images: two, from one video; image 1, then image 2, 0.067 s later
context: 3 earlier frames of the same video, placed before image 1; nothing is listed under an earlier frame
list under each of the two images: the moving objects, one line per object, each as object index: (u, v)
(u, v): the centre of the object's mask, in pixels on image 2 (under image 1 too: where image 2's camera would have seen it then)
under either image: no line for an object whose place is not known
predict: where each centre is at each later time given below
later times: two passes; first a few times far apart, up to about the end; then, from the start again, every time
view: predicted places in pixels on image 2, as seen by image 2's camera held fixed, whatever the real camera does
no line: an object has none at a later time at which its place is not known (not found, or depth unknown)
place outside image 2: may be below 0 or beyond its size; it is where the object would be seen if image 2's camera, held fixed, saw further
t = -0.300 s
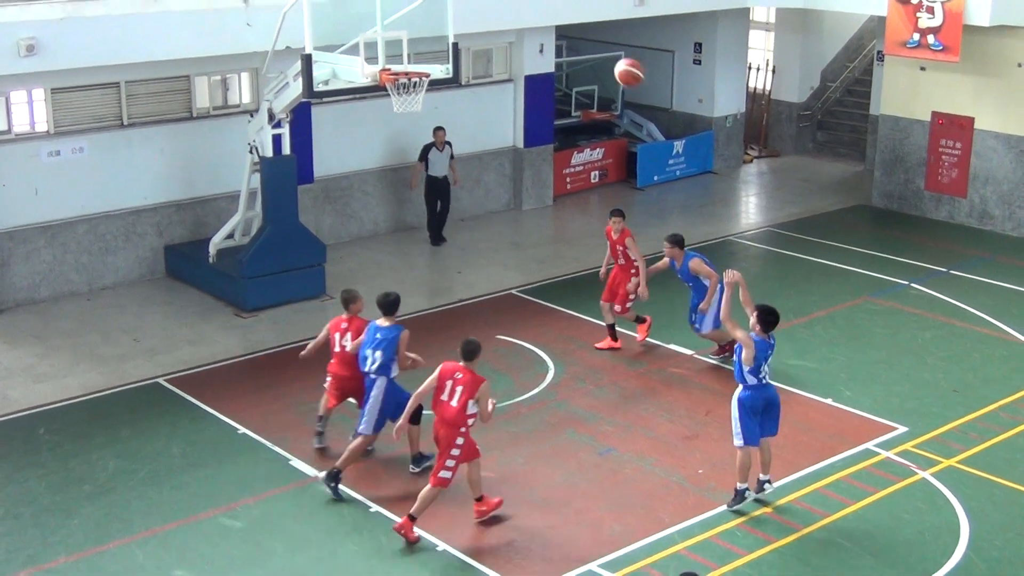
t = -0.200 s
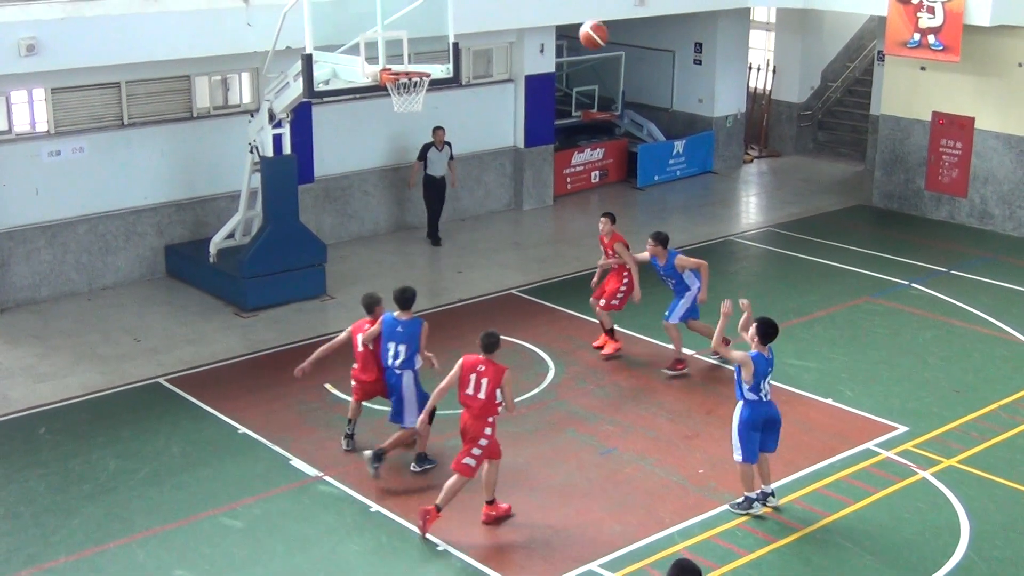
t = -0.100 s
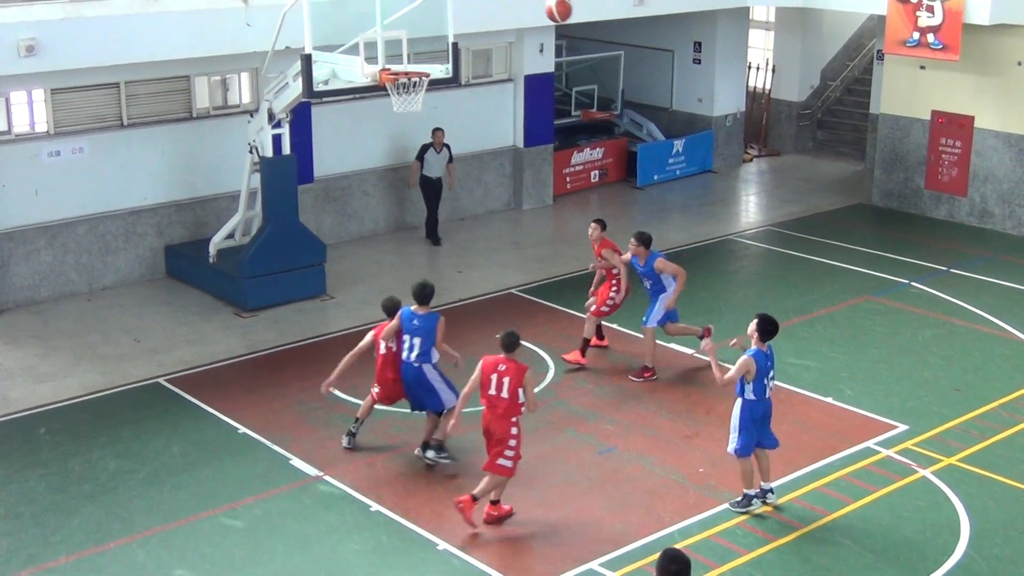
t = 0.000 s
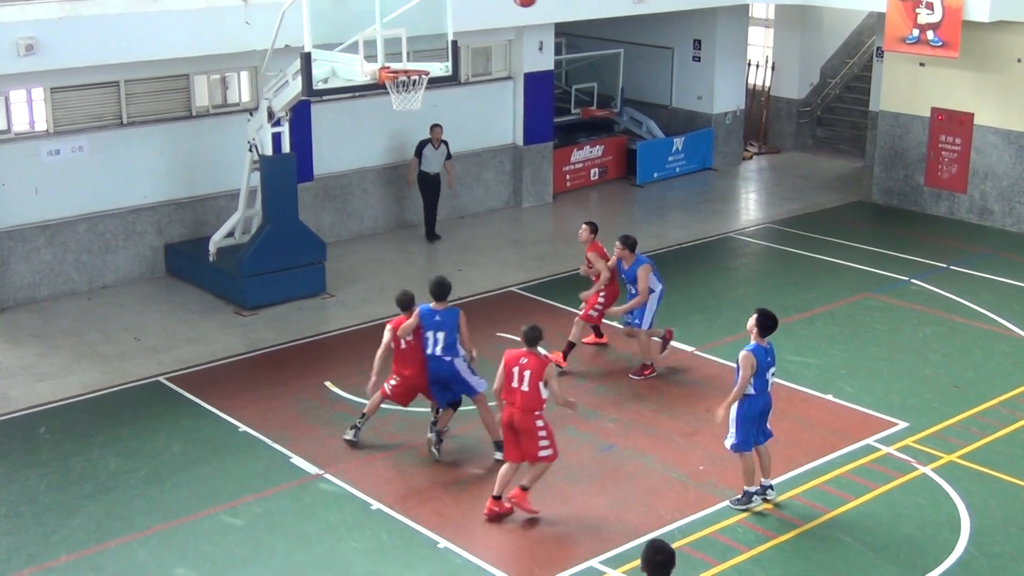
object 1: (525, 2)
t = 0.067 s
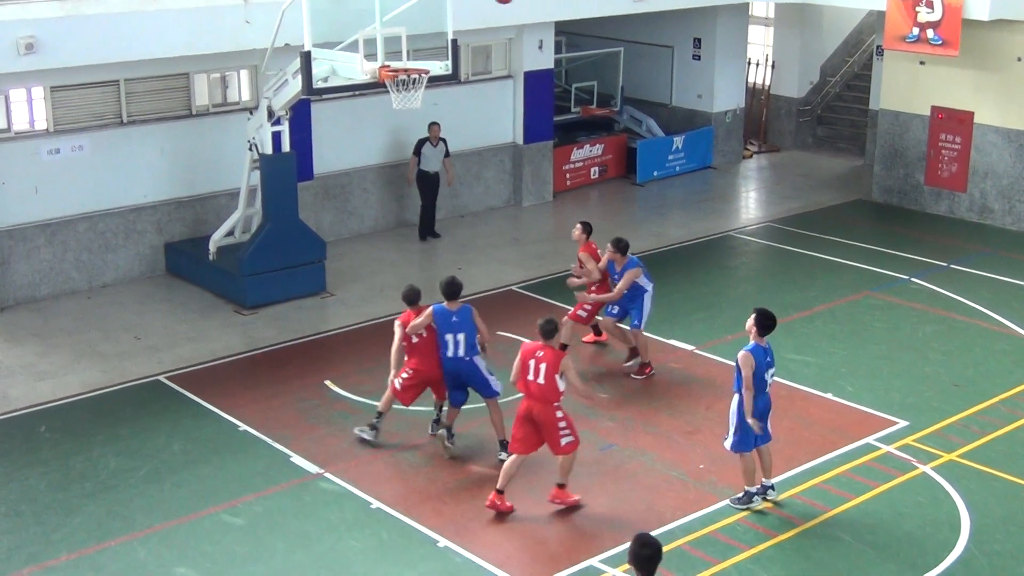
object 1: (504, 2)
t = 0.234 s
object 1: (454, 8)
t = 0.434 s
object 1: (402, 57)
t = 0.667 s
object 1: (402, 39)
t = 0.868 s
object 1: (437, 31)
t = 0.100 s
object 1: (493, 2)
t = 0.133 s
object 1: (484, 2)
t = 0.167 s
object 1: (473, 4)
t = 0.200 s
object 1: (464, 6)
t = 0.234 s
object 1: (454, 8)
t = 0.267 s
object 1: (445, 11)
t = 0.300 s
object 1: (436, 18)
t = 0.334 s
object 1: (427, 26)
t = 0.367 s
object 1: (419, 36)
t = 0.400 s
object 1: (410, 46)
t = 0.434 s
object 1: (402, 57)
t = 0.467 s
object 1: (397, 61)
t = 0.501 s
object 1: (395, 61)
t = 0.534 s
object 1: (393, 60)
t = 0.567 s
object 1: (393, 55)
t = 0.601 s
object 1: (393, 49)
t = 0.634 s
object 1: (396, 43)
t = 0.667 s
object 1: (402, 39)
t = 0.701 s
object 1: (408, 35)
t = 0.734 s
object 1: (414, 32)
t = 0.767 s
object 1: (420, 30)
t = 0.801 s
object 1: (426, 30)
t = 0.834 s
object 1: (432, 30)
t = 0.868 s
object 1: (437, 31)
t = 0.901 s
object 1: (444, 33)
